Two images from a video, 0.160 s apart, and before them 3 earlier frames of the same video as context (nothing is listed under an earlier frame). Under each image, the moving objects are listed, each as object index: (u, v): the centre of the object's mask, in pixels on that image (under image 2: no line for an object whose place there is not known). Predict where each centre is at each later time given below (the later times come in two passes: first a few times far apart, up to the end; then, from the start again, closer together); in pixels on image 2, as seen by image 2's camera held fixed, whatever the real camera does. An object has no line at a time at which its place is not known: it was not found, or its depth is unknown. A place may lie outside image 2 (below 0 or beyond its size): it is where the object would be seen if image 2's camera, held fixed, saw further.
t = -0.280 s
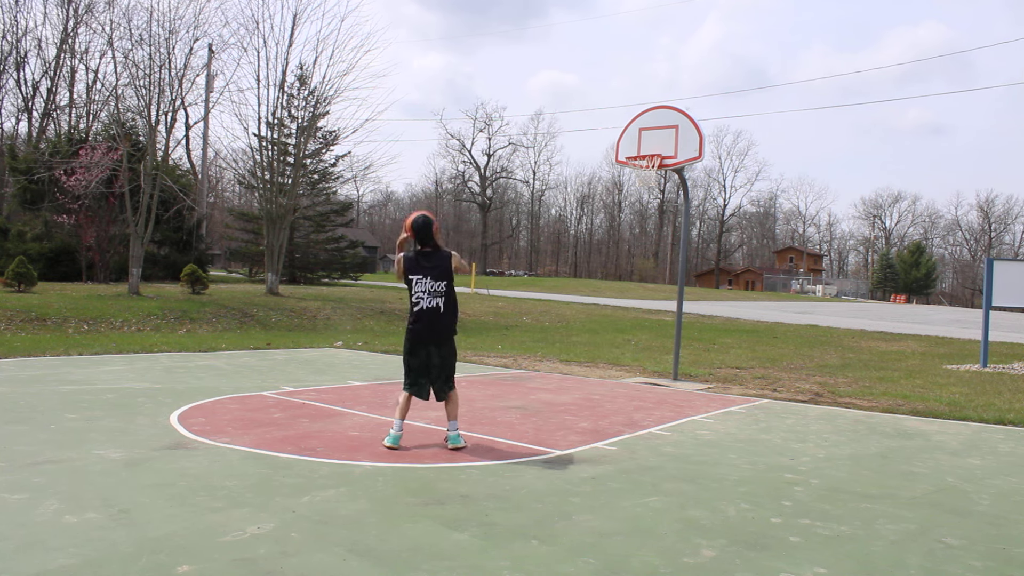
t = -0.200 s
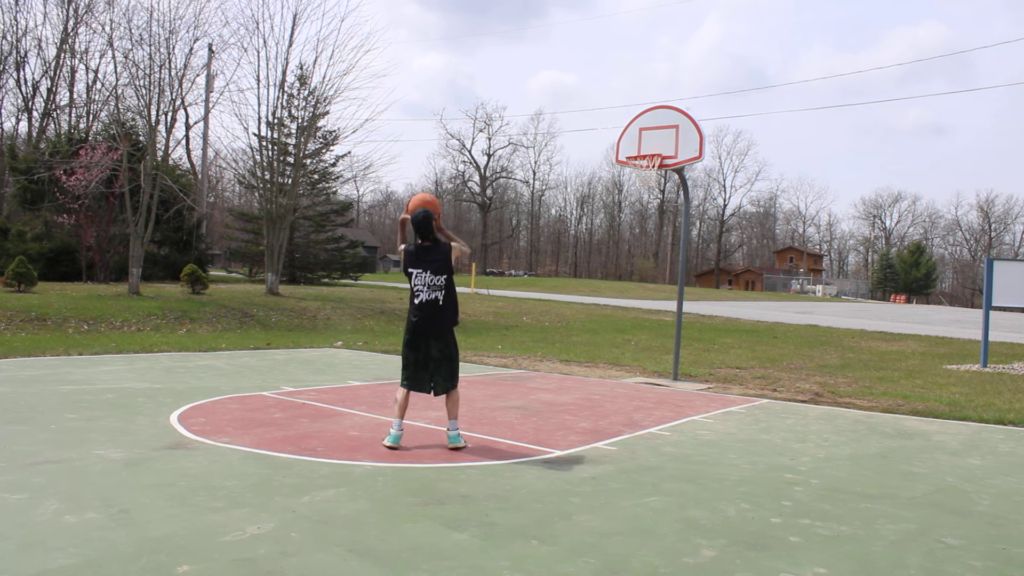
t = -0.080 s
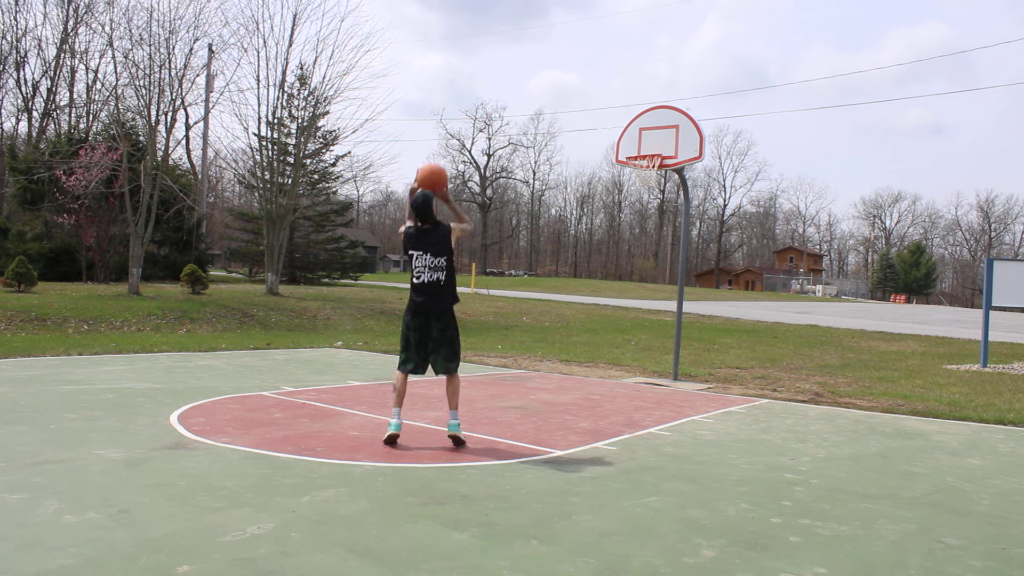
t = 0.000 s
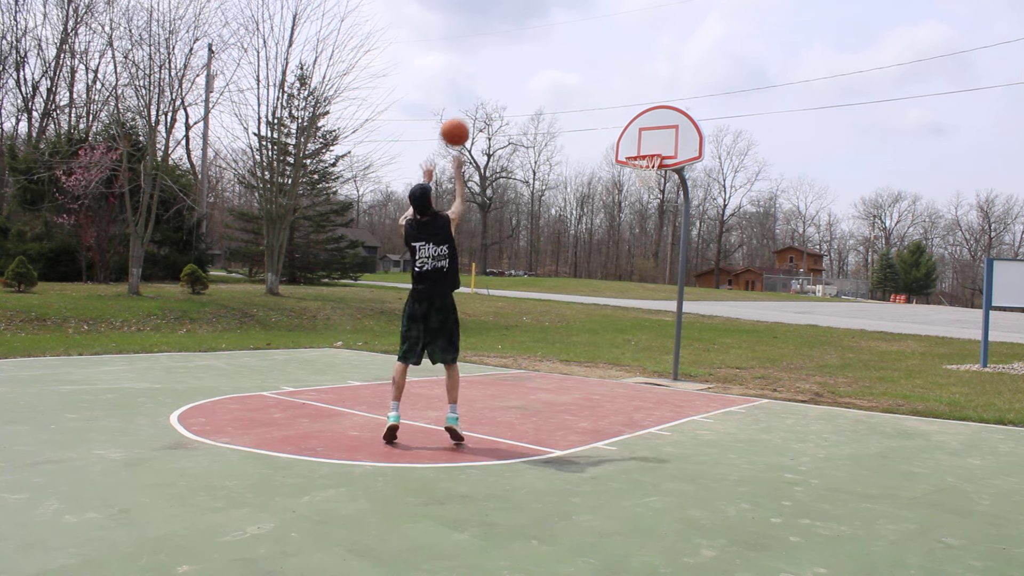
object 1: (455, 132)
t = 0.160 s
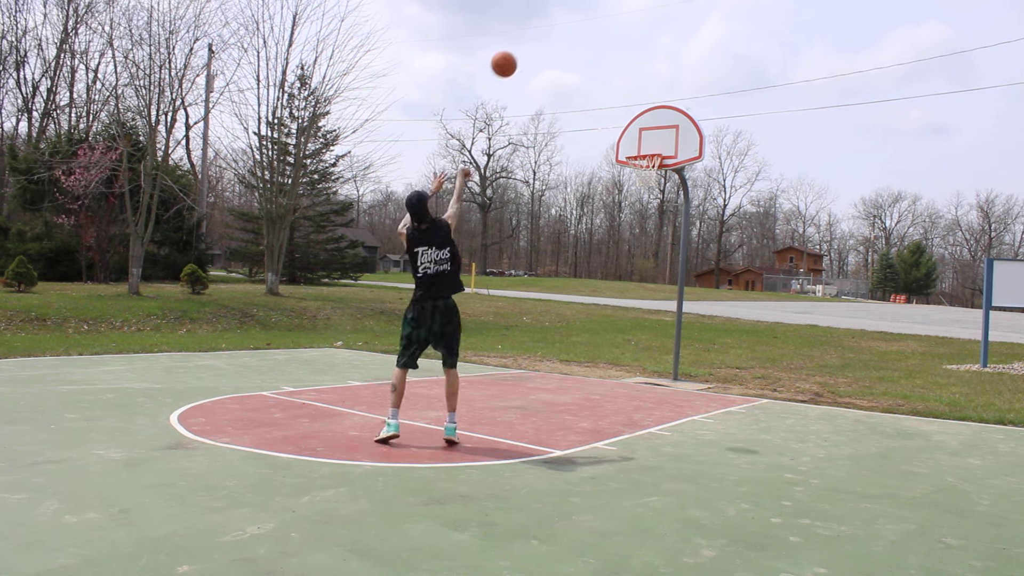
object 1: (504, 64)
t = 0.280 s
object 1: (534, 39)
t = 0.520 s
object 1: (583, 35)
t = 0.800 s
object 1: (625, 90)
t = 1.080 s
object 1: (649, 173)
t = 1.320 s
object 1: (636, 183)
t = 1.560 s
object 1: (645, 202)
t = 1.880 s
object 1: (653, 304)
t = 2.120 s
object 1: (663, 344)
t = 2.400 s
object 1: (683, 256)
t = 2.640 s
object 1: (698, 229)
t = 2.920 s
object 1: (713, 255)
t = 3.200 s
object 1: (726, 342)
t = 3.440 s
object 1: (746, 335)
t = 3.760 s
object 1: (776, 275)
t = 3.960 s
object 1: (793, 278)
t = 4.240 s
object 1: (815, 333)
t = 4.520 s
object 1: (835, 363)
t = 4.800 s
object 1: (853, 334)
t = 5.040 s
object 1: (867, 355)
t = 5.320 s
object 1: (879, 371)
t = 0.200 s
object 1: (514, 53)
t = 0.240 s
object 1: (524, 45)
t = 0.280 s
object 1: (534, 39)
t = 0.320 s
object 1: (543, 34)
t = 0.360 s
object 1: (551, 31)
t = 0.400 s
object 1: (560, 30)
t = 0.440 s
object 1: (568, 30)
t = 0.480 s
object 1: (575, 32)
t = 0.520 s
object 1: (583, 35)
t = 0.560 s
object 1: (590, 40)
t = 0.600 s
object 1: (596, 45)
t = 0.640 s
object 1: (602, 52)
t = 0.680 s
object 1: (609, 60)
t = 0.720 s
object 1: (615, 69)
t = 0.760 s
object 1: (620, 79)
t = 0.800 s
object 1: (625, 90)
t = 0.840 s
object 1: (630, 102)
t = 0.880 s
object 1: (636, 114)
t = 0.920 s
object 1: (640, 127)
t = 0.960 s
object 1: (645, 142)
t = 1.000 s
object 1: (648, 155)
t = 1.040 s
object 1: (650, 165)
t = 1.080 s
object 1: (649, 173)
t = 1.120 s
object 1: (647, 174)
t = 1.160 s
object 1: (646, 176)
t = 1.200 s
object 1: (640, 168)
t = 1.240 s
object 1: (636, 174)
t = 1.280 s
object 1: (636, 175)
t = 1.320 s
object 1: (636, 183)
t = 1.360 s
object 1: (638, 184)
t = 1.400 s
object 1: (640, 184)
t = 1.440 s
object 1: (641, 185)
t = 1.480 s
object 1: (642, 189)
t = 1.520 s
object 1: (644, 195)
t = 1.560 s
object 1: (645, 202)
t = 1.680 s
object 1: (648, 230)
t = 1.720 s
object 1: (649, 243)
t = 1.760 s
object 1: (650, 256)
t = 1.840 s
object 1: (653, 286)
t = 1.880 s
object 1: (653, 304)
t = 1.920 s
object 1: (654, 322)
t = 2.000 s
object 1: (656, 364)
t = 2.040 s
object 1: (658, 380)
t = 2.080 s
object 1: (660, 361)
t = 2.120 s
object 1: (663, 344)
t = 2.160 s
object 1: (666, 327)
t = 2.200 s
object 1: (669, 313)
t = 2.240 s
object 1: (673, 298)
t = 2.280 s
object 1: (675, 285)
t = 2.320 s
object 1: (678, 274)
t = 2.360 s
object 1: (681, 265)
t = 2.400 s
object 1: (683, 256)
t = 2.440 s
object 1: (686, 248)
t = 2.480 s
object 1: (688, 242)
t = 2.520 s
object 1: (691, 237)
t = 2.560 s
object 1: (693, 234)
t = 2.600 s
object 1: (696, 231)
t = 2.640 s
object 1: (698, 229)
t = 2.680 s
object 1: (700, 229)
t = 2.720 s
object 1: (702, 231)
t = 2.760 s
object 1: (705, 233)
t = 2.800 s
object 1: (707, 237)
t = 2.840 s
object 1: (709, 241)
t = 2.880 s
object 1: (711, 248)
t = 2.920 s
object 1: (713, 255)
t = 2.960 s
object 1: (715, 264)
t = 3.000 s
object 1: (717, 274)
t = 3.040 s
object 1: (719, 285)
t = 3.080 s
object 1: (721, 297)
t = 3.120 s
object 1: (723, 312)
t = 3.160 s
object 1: (724, 326)
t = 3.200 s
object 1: (726, 342)
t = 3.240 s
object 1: (728, 359)
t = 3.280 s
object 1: (730, 378)
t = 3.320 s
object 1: (732, 378)
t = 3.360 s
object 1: (737, 363)
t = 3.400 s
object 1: (742, 348)
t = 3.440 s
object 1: (746, 335)
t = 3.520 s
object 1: (754, 313)
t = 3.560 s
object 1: (758, 304)
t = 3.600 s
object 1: (762, 296)
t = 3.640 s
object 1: (766, 289)
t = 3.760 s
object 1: (776, 275)
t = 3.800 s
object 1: (779, 273)
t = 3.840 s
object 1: (783, 273)
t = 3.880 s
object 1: (786, 274)
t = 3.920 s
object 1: (790, 275)
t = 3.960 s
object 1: (793, 278)
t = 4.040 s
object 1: (799, 288)
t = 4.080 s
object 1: (802, 295)
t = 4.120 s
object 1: (806, 302)
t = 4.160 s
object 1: (809, 312)
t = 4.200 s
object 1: (812, 322)
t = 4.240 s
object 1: (815, 333)
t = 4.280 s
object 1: (818, 346)
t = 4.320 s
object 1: (820, 360)
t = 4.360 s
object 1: (824, 376)
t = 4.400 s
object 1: (827, 392)
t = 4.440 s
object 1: (829, 382)
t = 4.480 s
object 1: (832, 372)
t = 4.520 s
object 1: (835, 363)
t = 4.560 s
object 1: (837, 355)
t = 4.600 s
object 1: (840, 349)
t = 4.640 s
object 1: (843, 343)
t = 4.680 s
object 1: (846, 339)
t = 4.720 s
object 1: (848, 336)
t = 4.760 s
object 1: (850, 334)
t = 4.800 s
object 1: (853, 334)
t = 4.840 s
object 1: (855, 334)
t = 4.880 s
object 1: (858, 336)
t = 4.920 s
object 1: (860, 338)
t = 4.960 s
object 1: (862, 343)
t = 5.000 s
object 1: (865, 348)
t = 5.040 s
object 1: (867, 355)
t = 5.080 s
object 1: (869, 363)
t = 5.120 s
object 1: (871, 372)
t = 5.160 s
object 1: (872, 382)
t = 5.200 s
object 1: (874, 390)
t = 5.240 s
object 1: (876, 383)
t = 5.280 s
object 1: (878, 376)
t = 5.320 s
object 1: (879, 371)
